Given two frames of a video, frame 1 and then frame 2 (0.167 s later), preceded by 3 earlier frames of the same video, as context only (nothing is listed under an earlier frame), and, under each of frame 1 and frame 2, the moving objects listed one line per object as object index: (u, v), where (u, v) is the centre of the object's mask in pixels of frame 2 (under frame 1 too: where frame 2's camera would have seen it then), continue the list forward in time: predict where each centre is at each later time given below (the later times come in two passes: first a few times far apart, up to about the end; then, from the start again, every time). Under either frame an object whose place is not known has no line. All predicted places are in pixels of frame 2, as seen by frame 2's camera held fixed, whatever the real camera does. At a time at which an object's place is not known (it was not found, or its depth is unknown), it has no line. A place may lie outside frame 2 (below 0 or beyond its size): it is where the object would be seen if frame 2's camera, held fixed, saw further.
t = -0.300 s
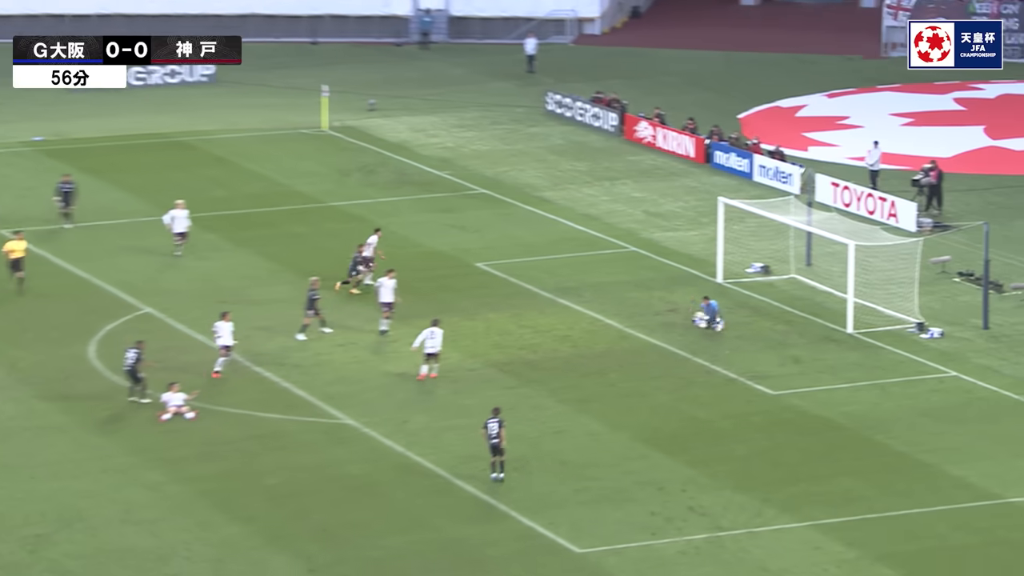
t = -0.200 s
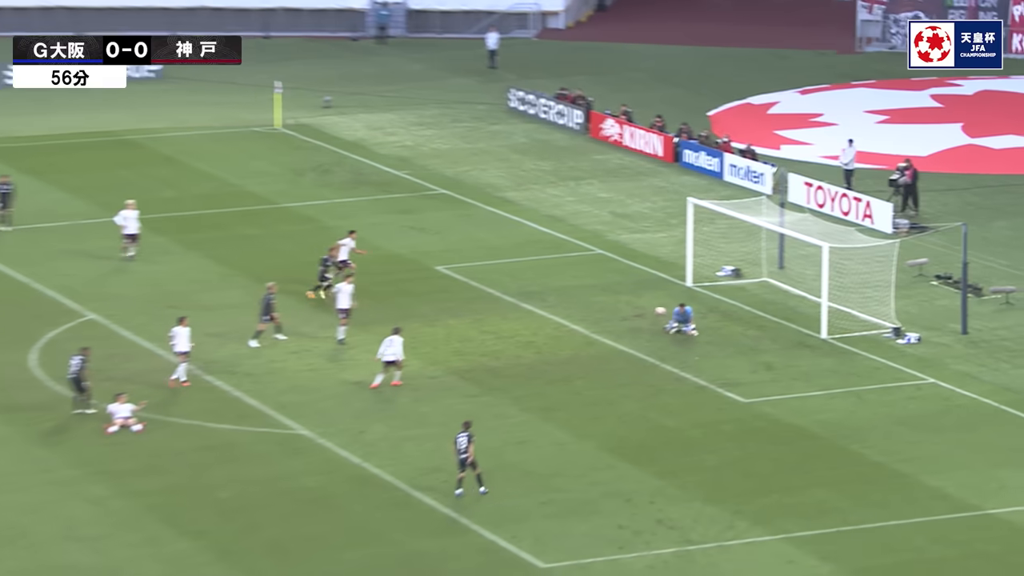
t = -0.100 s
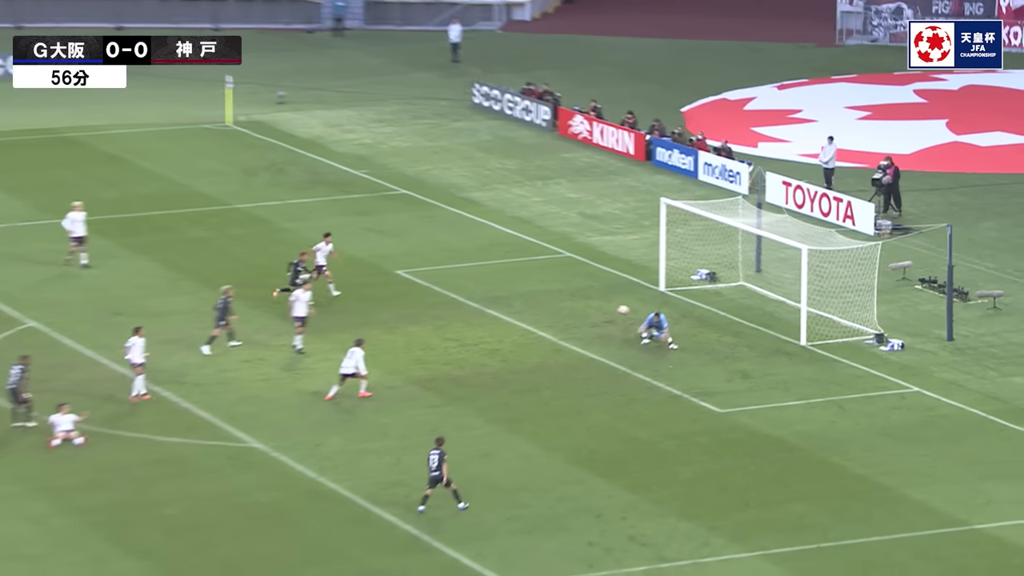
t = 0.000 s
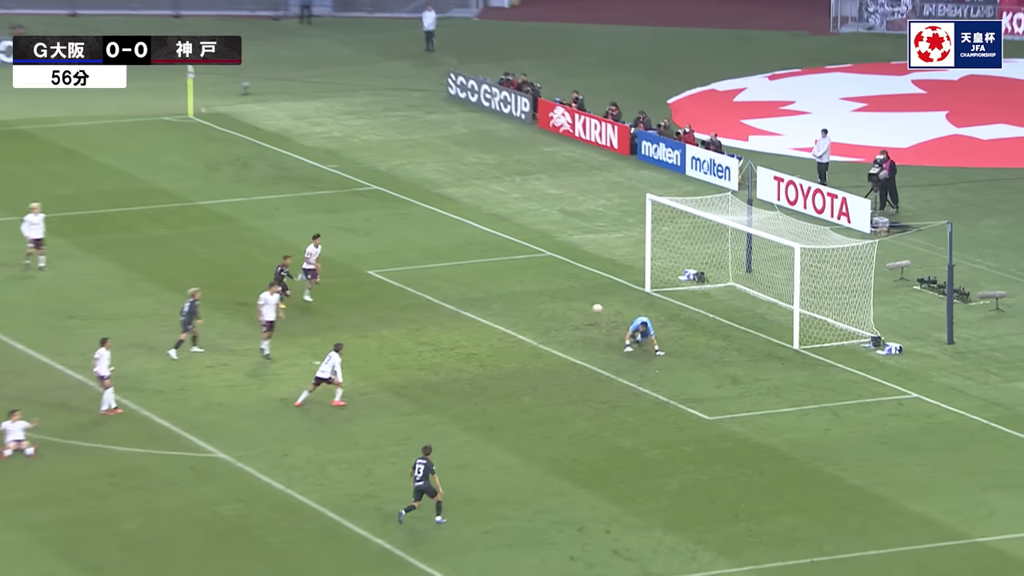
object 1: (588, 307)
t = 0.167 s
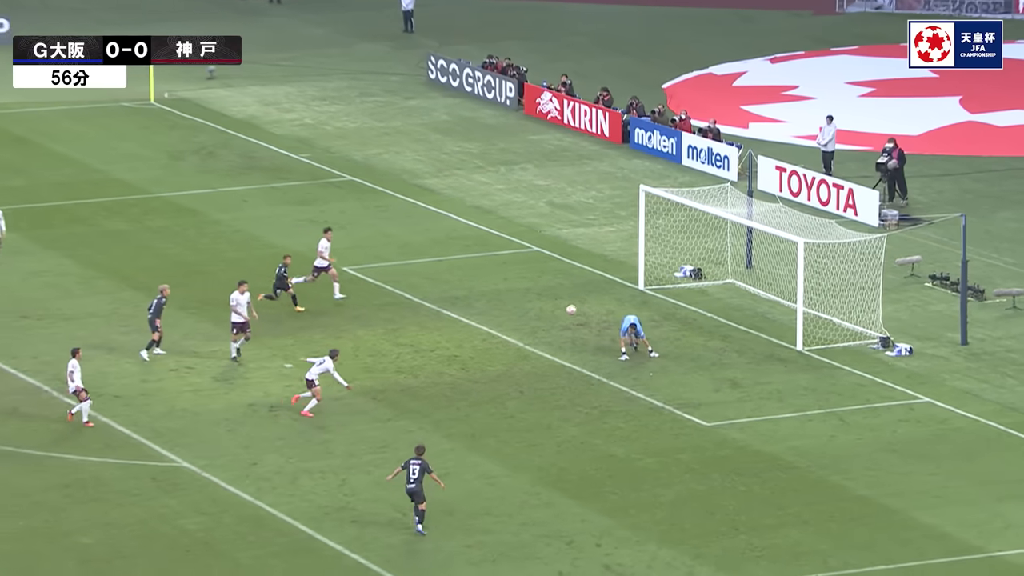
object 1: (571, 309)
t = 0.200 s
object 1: (567, 311)
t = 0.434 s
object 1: (544, 336)
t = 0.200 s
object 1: (567, 311)
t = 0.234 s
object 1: (564, 313)
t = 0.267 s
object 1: (561, 316)
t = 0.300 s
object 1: (557, 319)
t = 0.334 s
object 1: (554, 323)
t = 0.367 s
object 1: (551, 327)
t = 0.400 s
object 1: (547, 332)
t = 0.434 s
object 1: (544, 336)
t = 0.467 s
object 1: (541, 342)
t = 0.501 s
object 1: (538, 348)
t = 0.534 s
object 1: (534, 354)
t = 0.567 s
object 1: (531, 361)
